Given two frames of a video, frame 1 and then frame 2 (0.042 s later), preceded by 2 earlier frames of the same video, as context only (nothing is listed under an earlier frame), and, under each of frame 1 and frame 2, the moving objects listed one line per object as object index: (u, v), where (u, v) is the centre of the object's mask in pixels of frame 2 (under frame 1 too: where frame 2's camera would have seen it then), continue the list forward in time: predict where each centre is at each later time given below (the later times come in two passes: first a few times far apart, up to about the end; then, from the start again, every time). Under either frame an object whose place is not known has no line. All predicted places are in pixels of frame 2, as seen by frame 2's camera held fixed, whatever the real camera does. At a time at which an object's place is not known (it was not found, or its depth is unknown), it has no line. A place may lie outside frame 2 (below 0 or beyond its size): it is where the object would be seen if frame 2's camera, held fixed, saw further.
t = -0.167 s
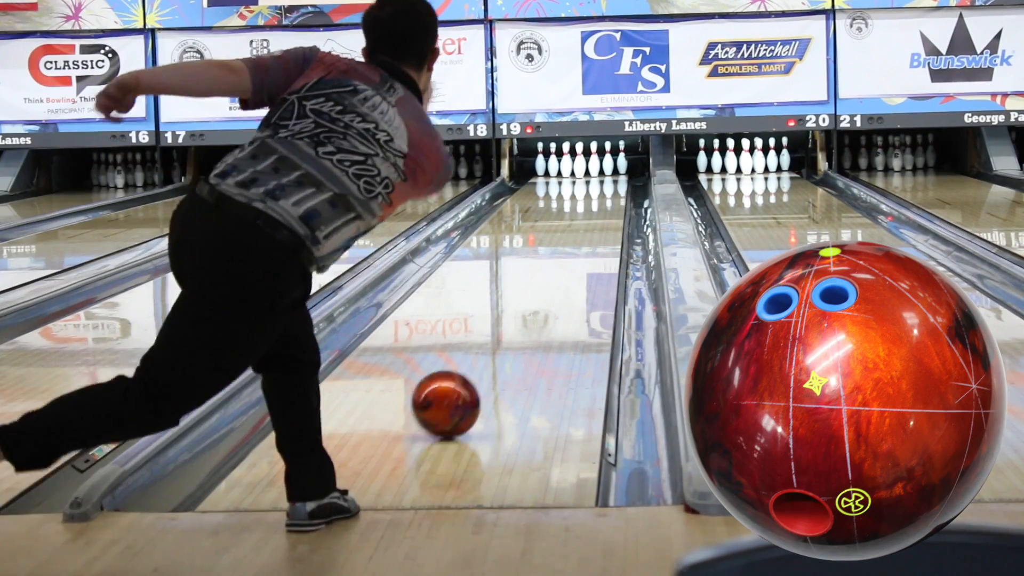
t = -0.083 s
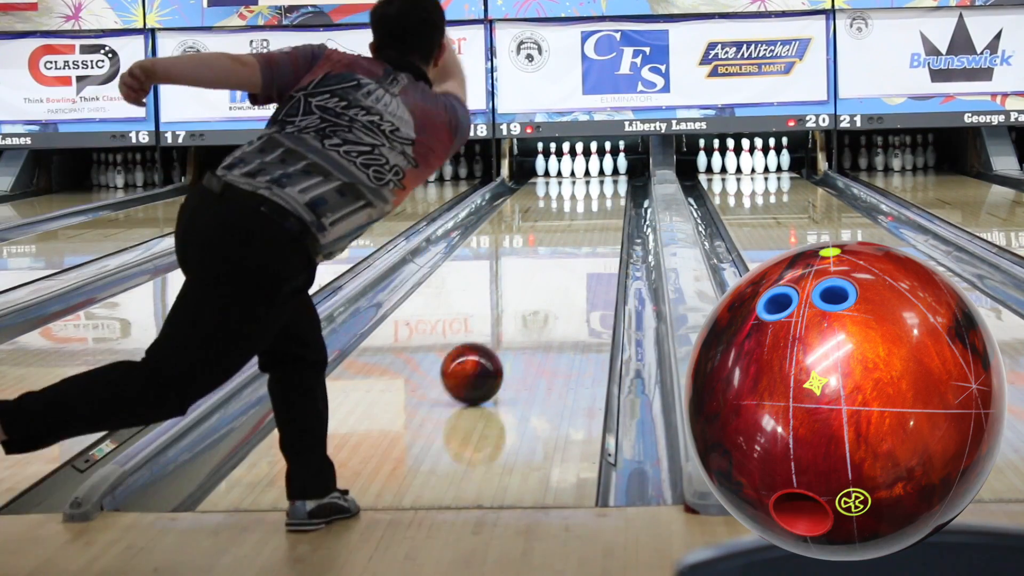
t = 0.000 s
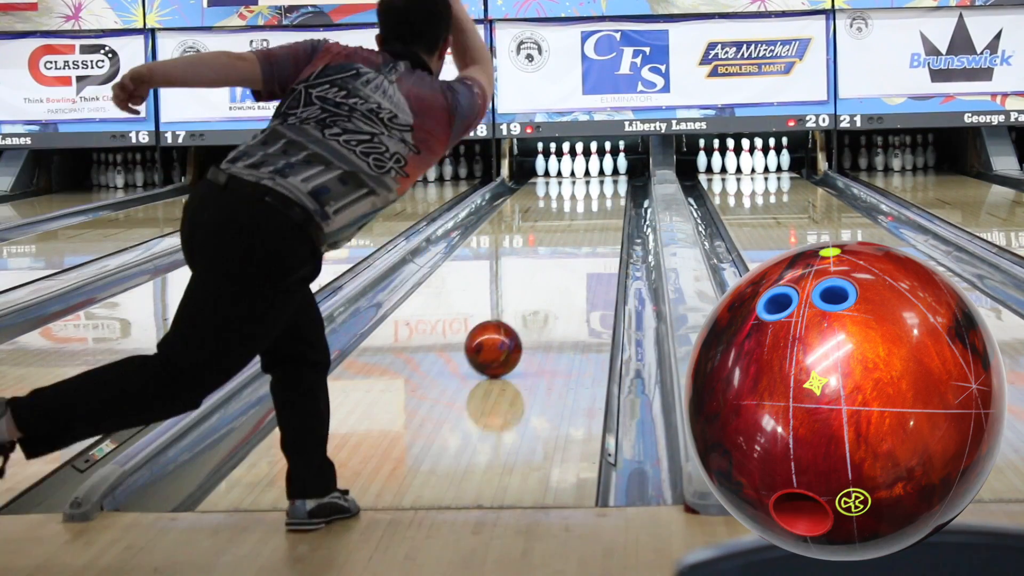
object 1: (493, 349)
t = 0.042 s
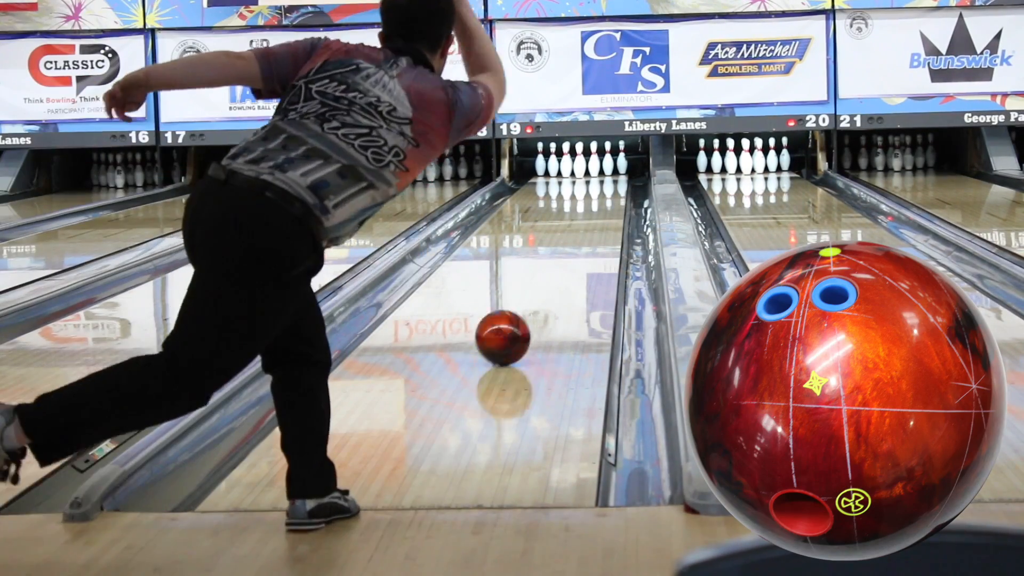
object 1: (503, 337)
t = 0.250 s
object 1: (540, 293)
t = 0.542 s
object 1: (574, 251)
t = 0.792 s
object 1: (592, 226)
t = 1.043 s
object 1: (604, 207)
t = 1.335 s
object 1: (610, 191)
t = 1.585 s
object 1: (607, 181)
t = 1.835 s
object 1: (598, 174)
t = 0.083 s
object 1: (511, 327)
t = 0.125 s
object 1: (519, 318)
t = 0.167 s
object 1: (527, 309)
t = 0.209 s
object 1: (534, 300)
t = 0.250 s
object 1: (540, 293)
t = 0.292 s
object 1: (546, 286)
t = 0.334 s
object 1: (551, 279)
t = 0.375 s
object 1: (556, 273)
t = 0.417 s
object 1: (561, 267)
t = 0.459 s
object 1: (566, 262)
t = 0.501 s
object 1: (570, 256)
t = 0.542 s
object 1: (574, 251)
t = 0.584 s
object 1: (577, 246)
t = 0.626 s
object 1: (580, 242)
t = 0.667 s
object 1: (584, 238)
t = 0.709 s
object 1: (587, 233)
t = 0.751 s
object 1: (589, 230)
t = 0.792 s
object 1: (592, 226)
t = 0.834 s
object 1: (594, 223)
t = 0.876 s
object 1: (596, 219)
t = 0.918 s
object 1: (598, 216)
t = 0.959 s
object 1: (600, 213)
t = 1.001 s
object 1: (602, 210)
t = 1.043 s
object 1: (604, 207)
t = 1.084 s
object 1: (605, 205)
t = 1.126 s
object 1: (606, 202)
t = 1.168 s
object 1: (608, 200)
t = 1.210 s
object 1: (608, 198)
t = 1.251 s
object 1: (609, 195)
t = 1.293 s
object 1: (610, 193)
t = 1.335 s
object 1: (610, 191)
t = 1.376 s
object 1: (610, 189)
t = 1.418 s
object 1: (610, 187)
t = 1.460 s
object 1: (610, 186)
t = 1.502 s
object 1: (609, 184)
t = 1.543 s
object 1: (608, 183)
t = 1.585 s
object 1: (607, 181)
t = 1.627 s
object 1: (606, 180)
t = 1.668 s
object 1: (605, 179)
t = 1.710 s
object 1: (603, 177)
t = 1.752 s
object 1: (602, 176)
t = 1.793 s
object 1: (600, 175)
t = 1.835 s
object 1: (598, 174)
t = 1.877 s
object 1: (595, 173)
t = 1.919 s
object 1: (593, 172)
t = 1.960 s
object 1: (590, 171)
